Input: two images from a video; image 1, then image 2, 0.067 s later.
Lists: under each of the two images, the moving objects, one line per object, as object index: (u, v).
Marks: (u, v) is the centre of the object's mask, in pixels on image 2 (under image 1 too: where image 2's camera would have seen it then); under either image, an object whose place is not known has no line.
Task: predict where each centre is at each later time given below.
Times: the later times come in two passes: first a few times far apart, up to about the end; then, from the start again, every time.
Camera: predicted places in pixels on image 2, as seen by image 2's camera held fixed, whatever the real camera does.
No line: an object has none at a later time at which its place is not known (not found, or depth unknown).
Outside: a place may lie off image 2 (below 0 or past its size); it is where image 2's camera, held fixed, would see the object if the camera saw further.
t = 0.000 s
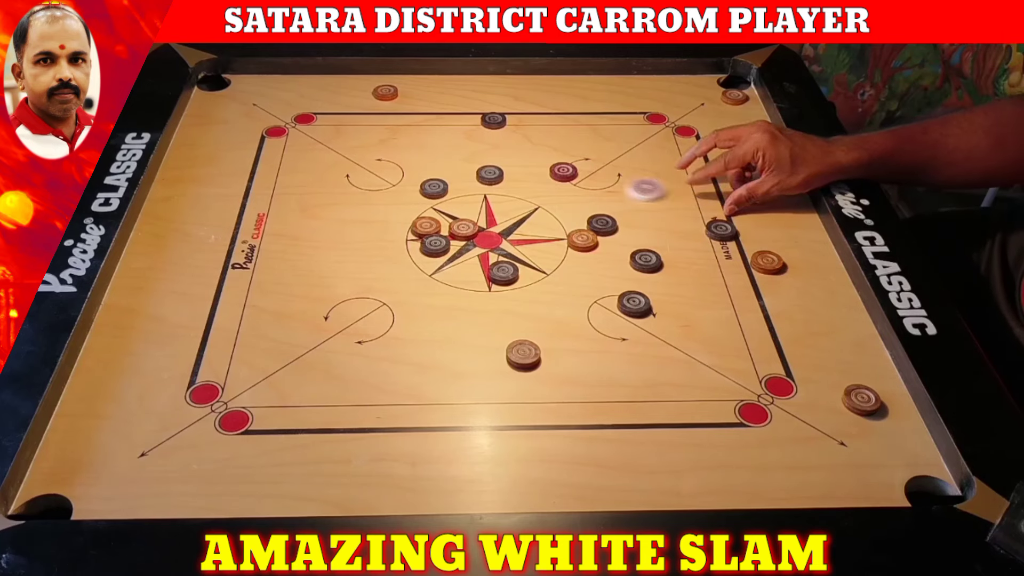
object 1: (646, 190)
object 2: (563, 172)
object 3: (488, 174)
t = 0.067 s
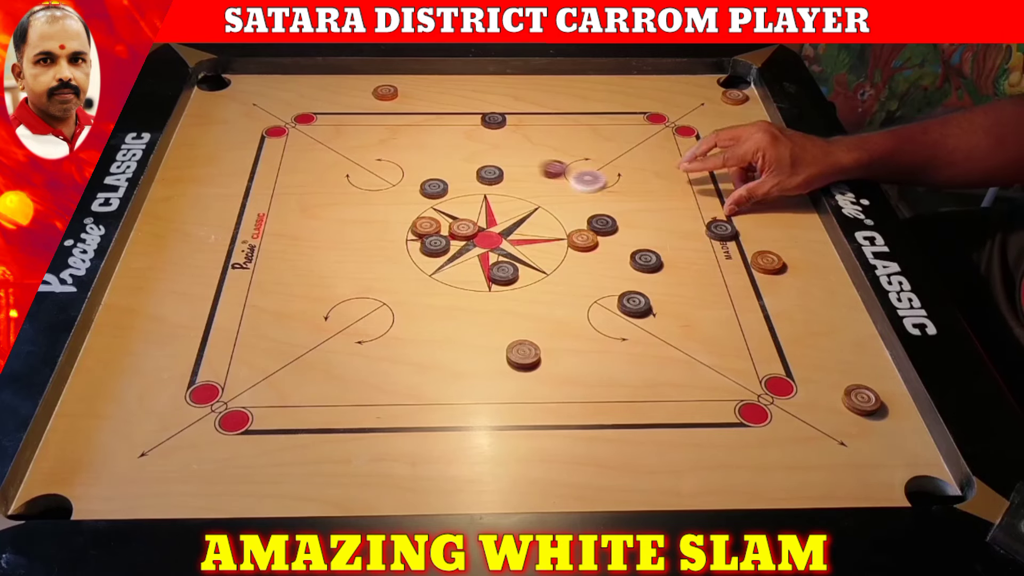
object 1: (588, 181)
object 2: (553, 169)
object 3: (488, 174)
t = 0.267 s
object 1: (518, 179)
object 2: (371, 120)
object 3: (480, 173)
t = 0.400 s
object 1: (508, 179)
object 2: (277, 95)
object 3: (442, 169)
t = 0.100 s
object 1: (573, 180)
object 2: (519, 159)
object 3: (488, 174)
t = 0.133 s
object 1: (559, 180)
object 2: (486, 150)
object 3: (488, 174)
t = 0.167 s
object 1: (547, 179)
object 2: (455, 142)
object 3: (488, 174)
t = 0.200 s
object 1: (535, 179)
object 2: (426, 134)
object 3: (488, 174)
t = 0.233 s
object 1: (525, 179)
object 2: (398, 127)
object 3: (488, 174)
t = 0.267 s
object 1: (518, 179)
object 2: (371, 120)
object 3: (480, 173)
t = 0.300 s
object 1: (514, 179)
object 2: (345, 113)
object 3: (469, 172)
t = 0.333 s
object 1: (511, 179)
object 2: (321, 106)
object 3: (459, 171)
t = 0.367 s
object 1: (509, 179)
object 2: (298, 100)
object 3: (450, 170)
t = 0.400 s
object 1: (508, 179)
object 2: (277, 95)
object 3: (442, 169)
